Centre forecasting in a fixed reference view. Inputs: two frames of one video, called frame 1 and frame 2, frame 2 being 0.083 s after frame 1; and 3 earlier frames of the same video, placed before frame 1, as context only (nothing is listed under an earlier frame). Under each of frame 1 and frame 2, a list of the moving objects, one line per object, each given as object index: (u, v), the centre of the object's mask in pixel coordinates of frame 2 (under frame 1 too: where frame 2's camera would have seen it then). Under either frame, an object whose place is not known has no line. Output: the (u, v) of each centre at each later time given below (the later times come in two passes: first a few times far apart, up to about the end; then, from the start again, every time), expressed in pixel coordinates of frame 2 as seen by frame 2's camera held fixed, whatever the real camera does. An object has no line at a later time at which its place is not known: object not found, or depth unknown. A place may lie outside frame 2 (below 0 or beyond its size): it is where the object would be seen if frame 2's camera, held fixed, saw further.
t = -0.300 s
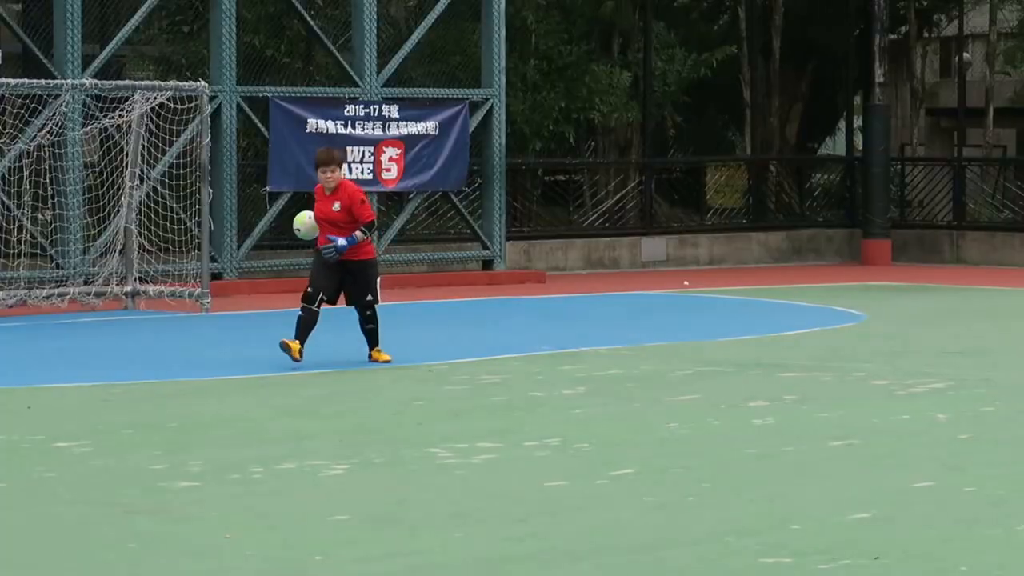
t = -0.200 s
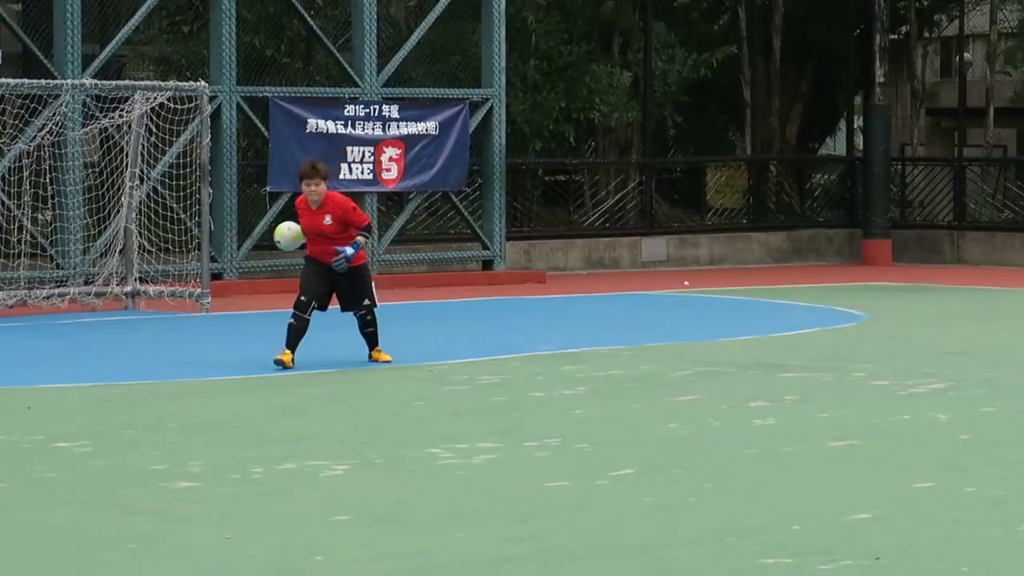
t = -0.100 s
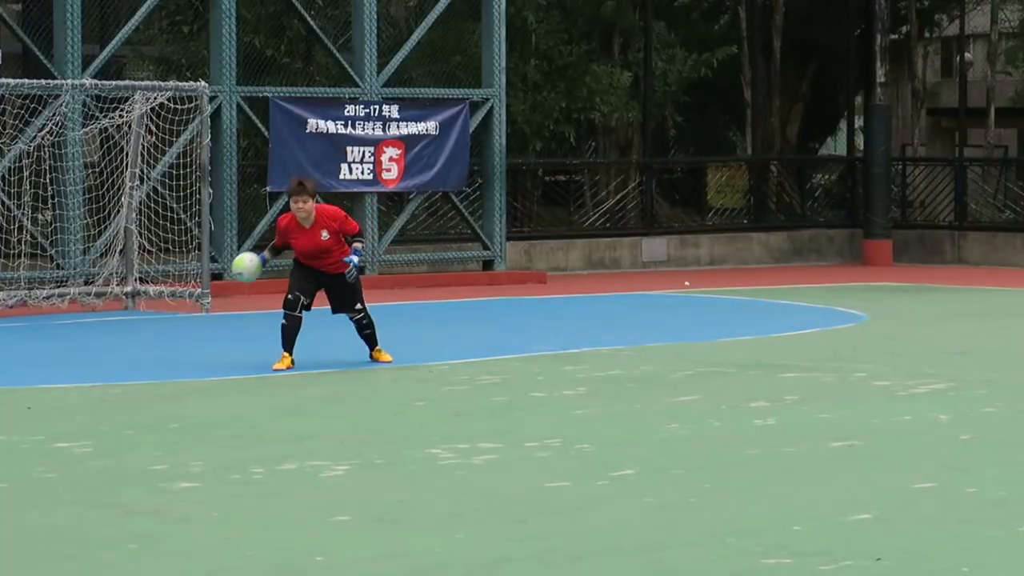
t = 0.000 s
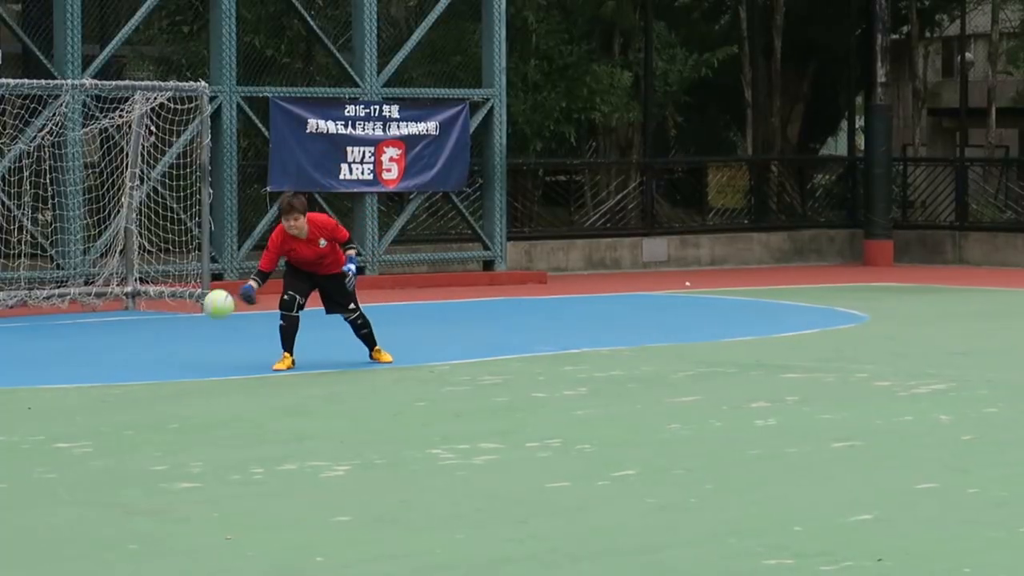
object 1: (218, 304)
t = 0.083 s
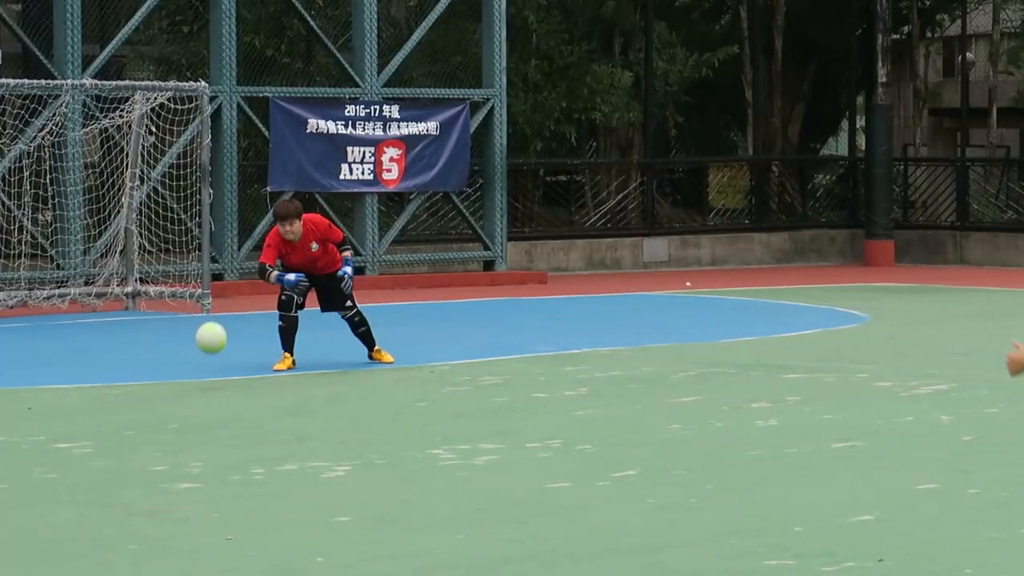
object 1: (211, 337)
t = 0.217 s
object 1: (195, 373)
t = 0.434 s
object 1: (166, 372)
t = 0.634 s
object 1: (137, 418)
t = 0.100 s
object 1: (209, 346)
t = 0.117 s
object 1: (207, 354)
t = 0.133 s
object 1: (205, 364)
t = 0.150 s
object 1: (203, 374)
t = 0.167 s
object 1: (201, 383)
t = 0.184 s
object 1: (199, 379)
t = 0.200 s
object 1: (197, 376)
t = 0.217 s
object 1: (195, 373)
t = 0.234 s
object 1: (193, 370)
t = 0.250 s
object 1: (191, 367)
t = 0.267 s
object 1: (188, 365)
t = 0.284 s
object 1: (186, 364)
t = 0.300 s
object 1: (184, 363)
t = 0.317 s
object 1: (182, 362)
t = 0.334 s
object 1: (180, 362)
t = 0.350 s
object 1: (178, 362)
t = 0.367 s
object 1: (175, 363)
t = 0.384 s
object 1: (173, 365)
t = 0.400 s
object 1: (171, 367)
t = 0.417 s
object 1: (168, 369)
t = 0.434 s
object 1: (166, 372)
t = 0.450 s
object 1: (164, 375)
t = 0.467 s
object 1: (161, 379)
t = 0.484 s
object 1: (159, 384)
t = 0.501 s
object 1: (157, 389)
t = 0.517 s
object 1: (154, 395)
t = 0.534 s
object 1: (152, 401)
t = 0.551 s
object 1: (149, 408)
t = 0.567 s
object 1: (147, 415)
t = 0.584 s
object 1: (144, 423)
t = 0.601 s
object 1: (141, 422)
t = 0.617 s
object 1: (139, 420)
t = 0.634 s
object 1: (137, 418)
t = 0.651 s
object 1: (134, 416)
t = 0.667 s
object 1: (131, 415)
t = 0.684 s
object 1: (129, 415)
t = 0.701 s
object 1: (126, 416)
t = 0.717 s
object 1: (123, 417)
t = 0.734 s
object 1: (121, 418)
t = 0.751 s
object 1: (118, 421)
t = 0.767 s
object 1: (116, 423)
